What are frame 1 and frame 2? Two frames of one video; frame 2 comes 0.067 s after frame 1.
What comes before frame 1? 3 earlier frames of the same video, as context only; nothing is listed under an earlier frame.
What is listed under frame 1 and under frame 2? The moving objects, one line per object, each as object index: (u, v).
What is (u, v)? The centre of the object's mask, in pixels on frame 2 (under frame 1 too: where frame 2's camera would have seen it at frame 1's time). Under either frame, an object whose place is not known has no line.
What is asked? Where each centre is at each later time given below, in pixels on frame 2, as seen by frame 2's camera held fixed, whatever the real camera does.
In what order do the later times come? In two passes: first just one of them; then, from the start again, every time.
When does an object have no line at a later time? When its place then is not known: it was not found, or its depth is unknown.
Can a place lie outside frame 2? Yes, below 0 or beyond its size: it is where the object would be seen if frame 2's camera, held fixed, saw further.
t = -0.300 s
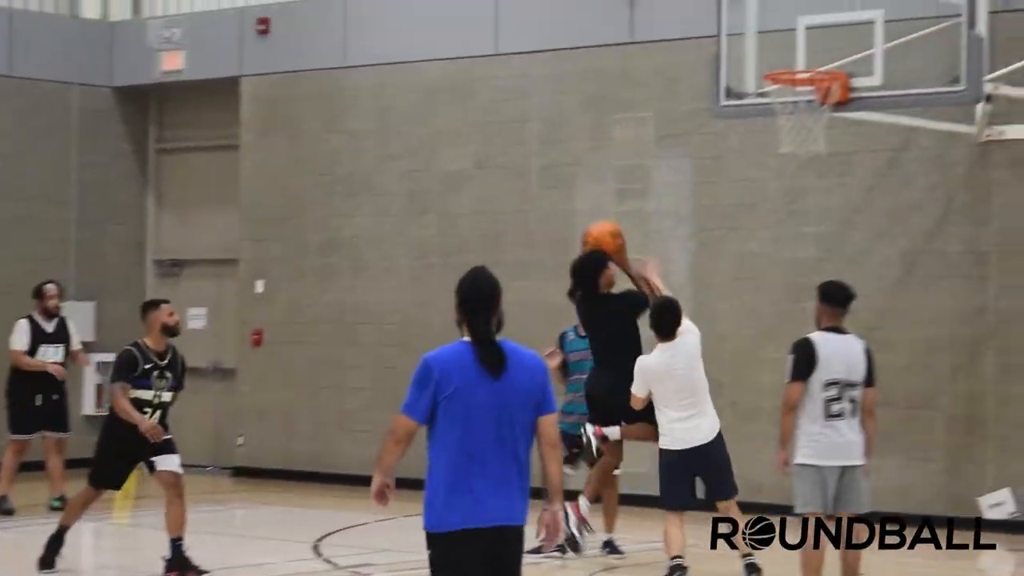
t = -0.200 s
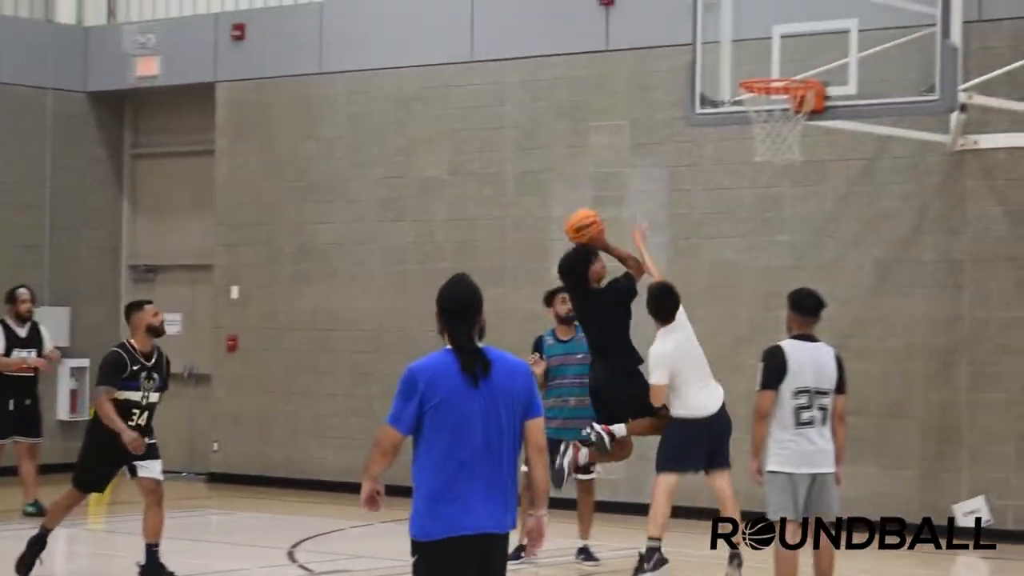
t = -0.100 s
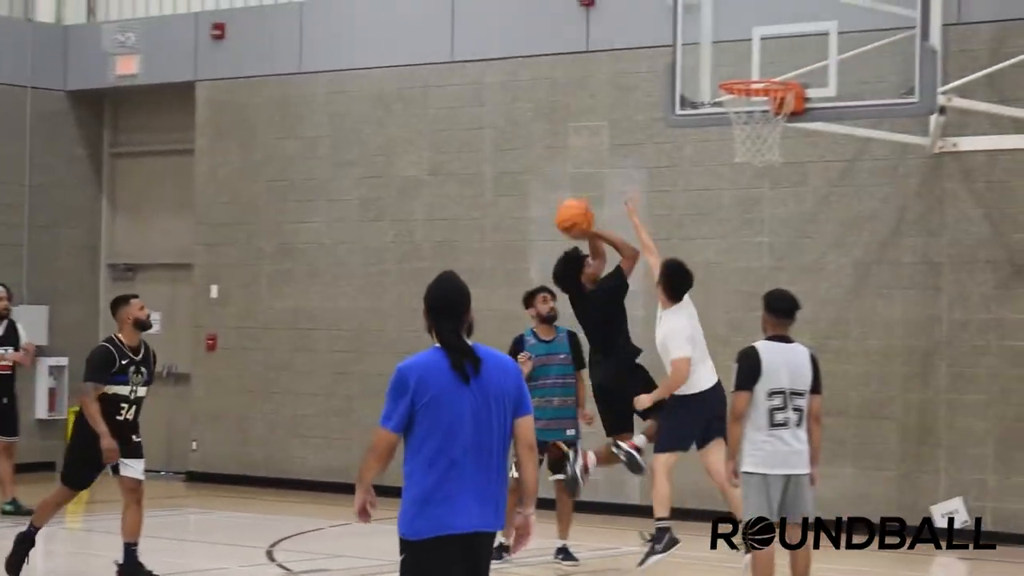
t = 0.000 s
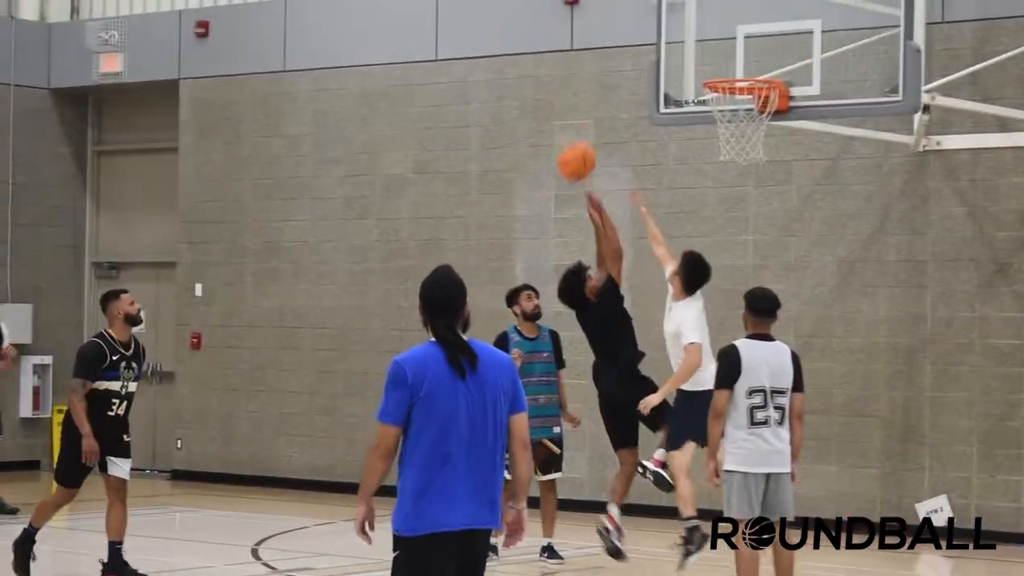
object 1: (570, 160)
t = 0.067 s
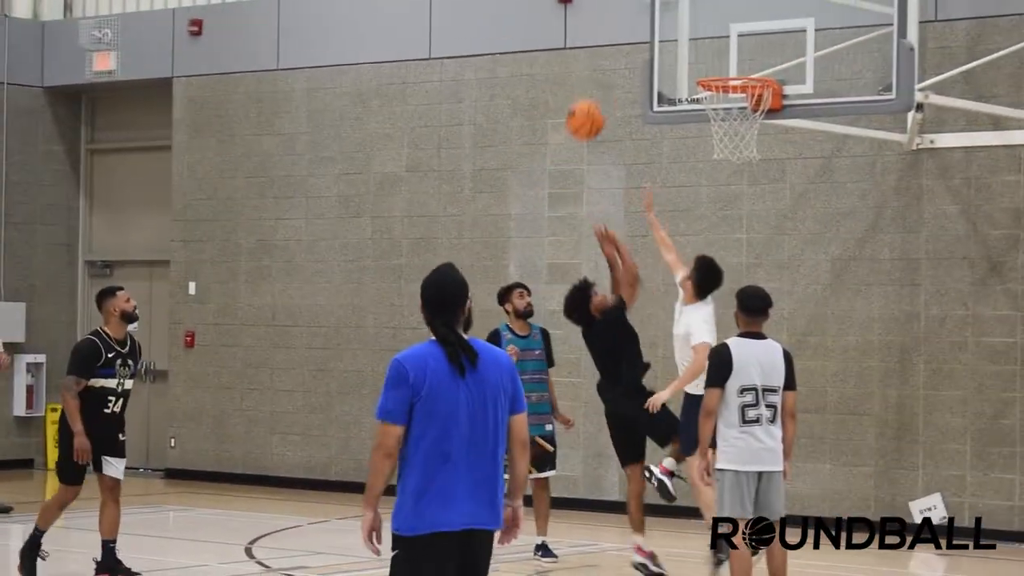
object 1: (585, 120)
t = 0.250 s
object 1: (625, 47)
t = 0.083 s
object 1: (588, 111)
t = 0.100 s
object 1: (592, 103)
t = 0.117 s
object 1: (596, 95)
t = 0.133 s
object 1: (600, 87)
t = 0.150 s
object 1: (604, 80)
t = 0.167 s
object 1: (608, 73)
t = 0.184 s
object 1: (611, 67)
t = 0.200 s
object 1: (614, 61)
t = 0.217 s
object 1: (618, 57)
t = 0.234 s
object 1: (621, 51)
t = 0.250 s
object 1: (625, 47)
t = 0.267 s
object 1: (628, 44)
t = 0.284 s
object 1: (633, 39)
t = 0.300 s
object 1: (636, 36)
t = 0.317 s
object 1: (639, 33)
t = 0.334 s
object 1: (643, 31)
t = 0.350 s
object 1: (647, 29)
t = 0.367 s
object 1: (650, 28)
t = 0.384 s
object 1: (654, 26)
